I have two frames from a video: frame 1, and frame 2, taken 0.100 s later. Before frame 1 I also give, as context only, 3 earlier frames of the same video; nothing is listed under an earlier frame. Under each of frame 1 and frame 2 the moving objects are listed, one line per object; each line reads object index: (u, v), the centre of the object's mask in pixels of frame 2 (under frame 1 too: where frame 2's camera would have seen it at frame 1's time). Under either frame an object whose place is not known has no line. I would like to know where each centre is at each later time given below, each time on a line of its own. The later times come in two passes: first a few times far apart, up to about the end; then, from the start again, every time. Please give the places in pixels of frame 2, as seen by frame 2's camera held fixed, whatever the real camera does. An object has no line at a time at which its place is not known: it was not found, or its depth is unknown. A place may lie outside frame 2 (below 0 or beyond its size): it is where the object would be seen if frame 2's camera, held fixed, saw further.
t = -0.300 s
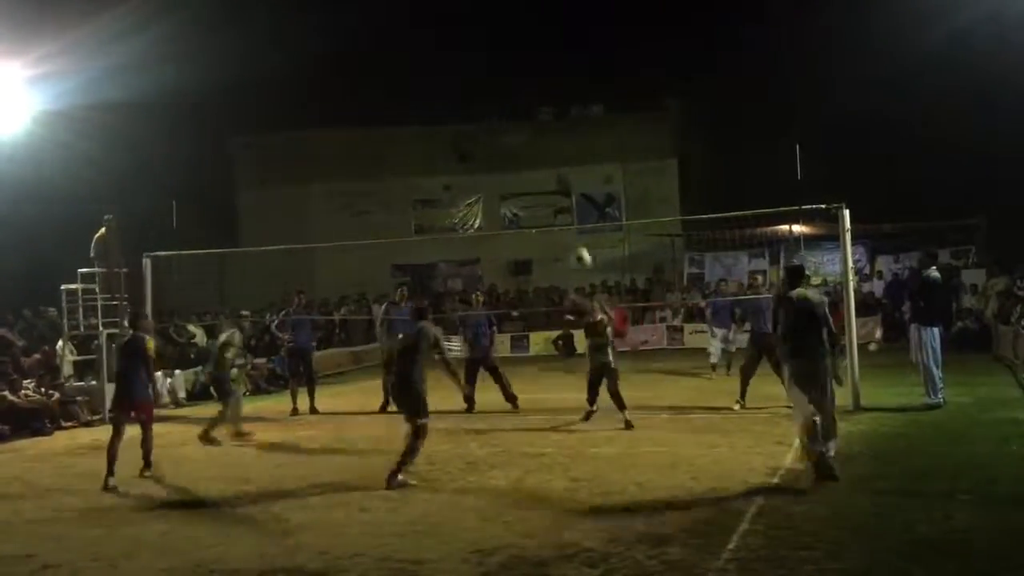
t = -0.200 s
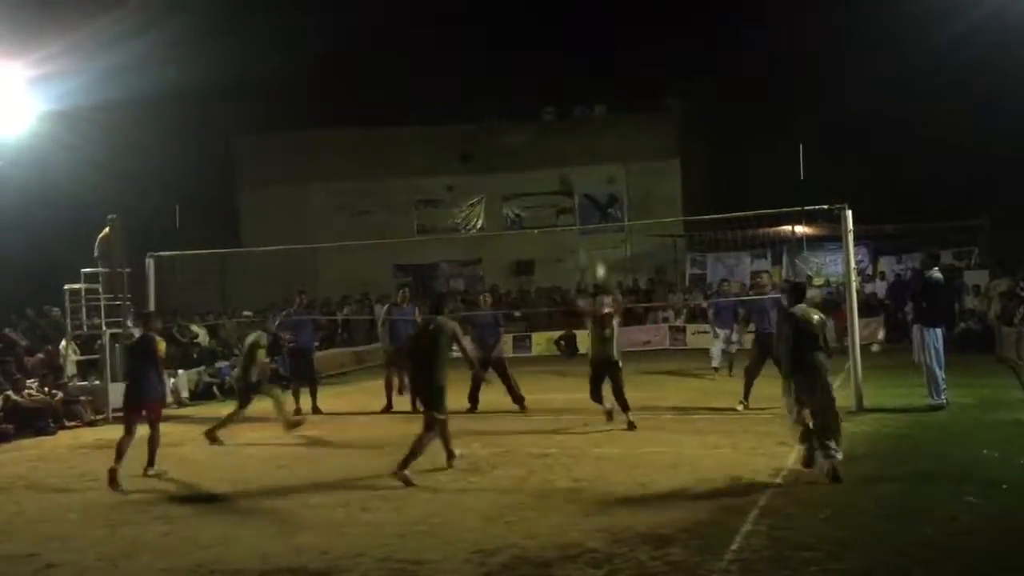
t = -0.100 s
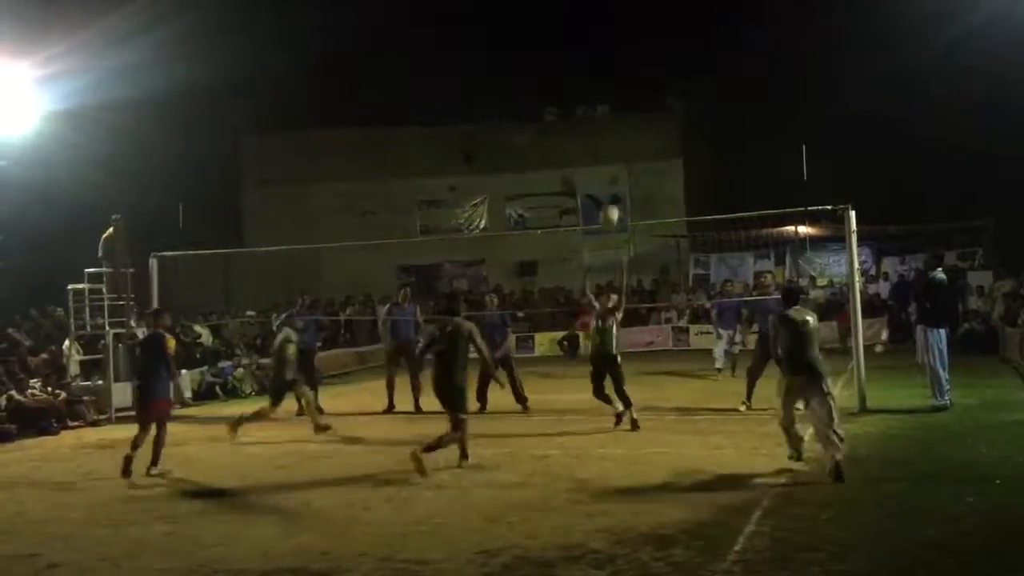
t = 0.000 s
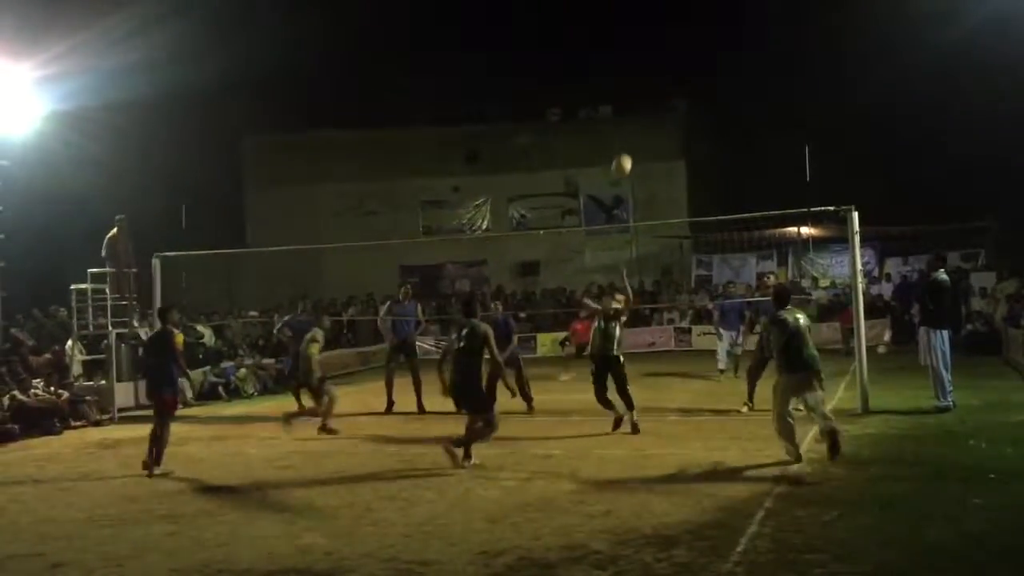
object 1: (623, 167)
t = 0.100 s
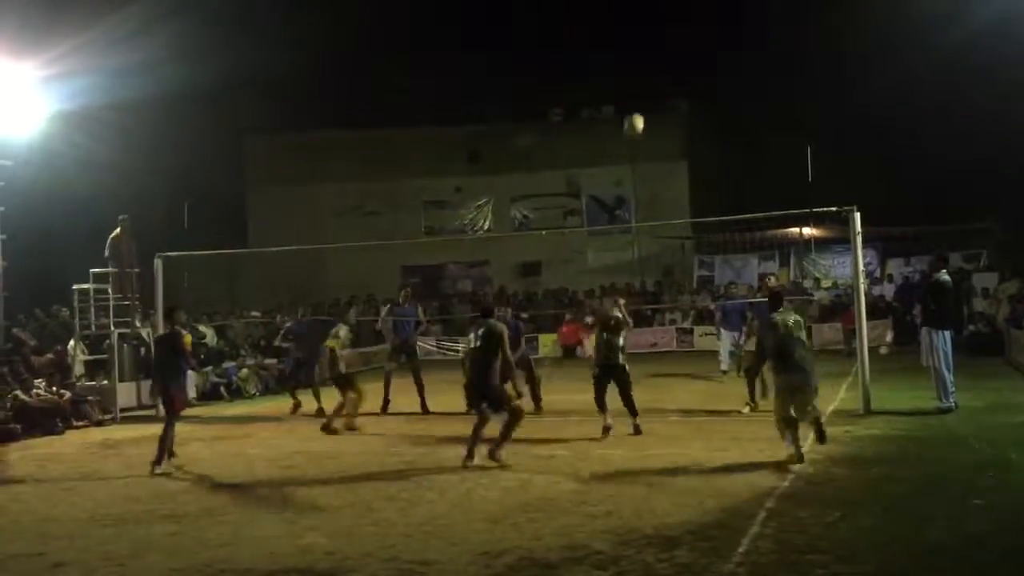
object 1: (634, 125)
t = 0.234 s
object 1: (648, 82)
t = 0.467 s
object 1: (673, 45)
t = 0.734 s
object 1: (703, 60)
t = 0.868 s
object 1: (719, 91)
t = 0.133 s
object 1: (637, 113)
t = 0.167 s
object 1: (640, 103)
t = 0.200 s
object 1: (645, 92)
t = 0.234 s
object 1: (648, 82)
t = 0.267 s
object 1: (652, 74)
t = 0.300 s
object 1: (655, 67)
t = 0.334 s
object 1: (659, 61)
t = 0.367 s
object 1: (662, 56)
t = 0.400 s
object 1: (666, 51)
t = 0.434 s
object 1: (669, 48)
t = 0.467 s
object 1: (673, 45)
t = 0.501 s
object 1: (677, 44)
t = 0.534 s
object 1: (681, 43)
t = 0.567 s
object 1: (684, 44)
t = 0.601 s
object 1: (688, 45)
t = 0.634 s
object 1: (692, 47)
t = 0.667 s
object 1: (696, 51)
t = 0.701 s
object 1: (699, 55)
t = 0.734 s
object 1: (703, 60)
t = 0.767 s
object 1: (707, 66)
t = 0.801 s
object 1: (711, 74)
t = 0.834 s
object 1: (715, 82)
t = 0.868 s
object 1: (719, 91)
